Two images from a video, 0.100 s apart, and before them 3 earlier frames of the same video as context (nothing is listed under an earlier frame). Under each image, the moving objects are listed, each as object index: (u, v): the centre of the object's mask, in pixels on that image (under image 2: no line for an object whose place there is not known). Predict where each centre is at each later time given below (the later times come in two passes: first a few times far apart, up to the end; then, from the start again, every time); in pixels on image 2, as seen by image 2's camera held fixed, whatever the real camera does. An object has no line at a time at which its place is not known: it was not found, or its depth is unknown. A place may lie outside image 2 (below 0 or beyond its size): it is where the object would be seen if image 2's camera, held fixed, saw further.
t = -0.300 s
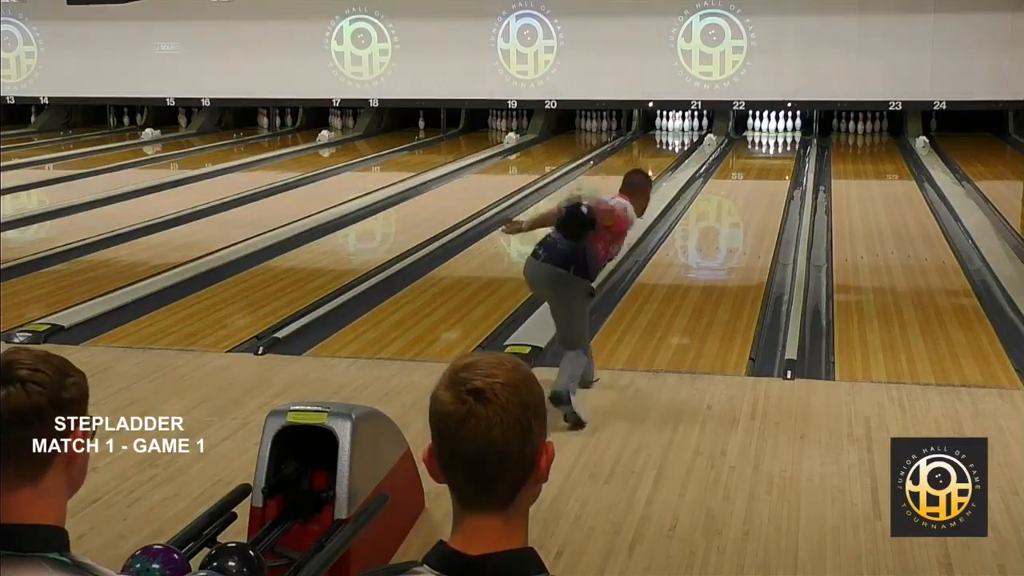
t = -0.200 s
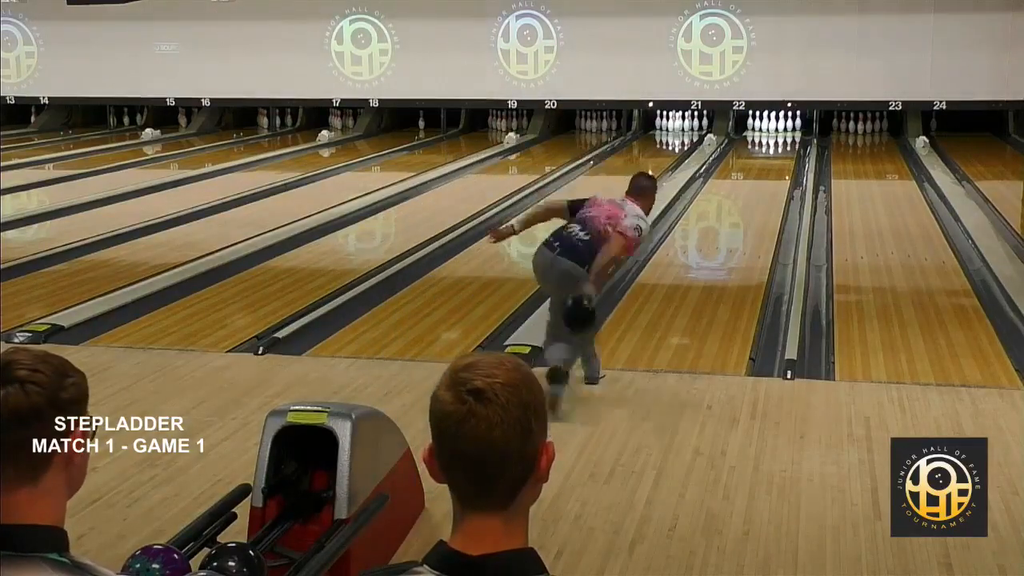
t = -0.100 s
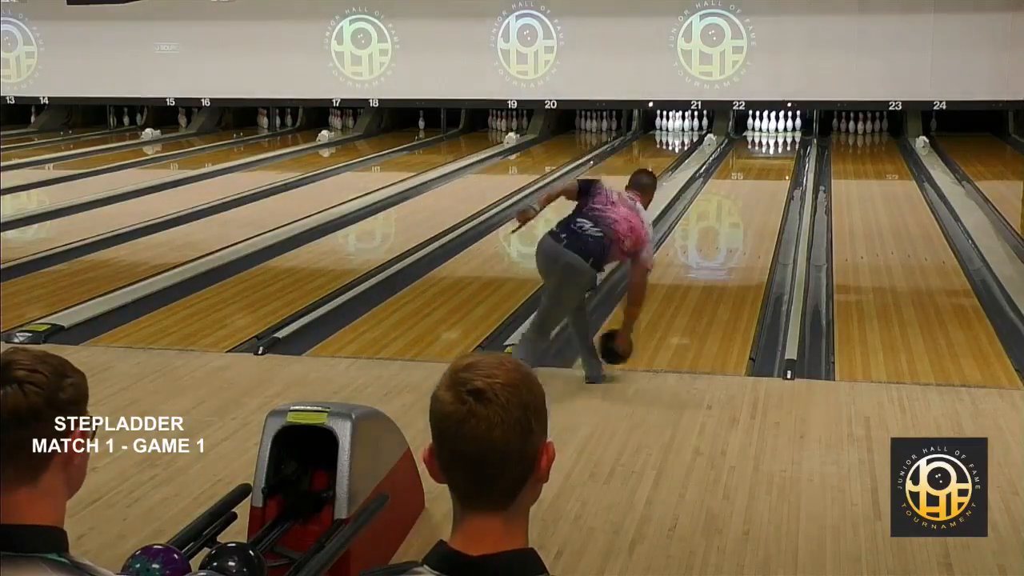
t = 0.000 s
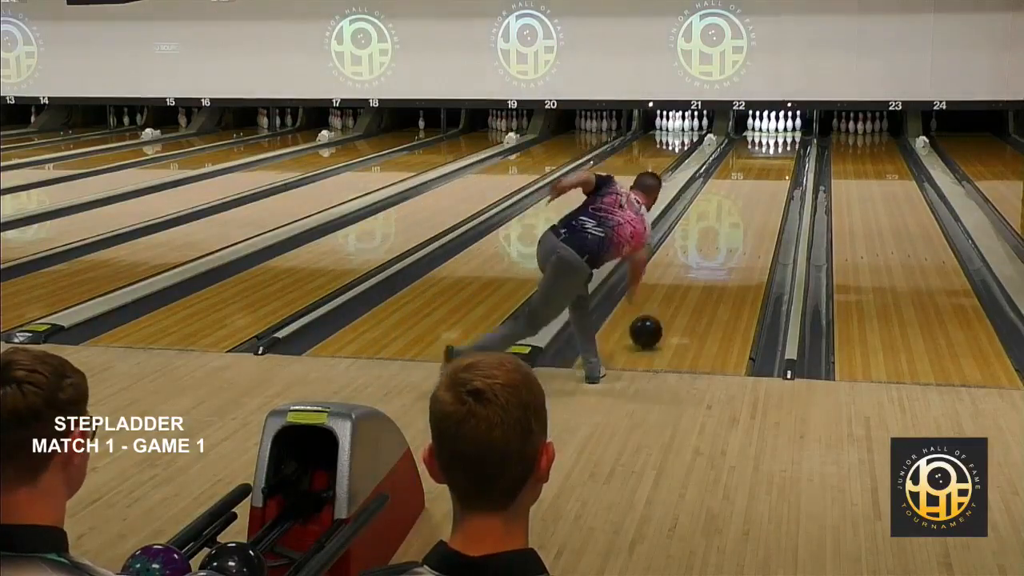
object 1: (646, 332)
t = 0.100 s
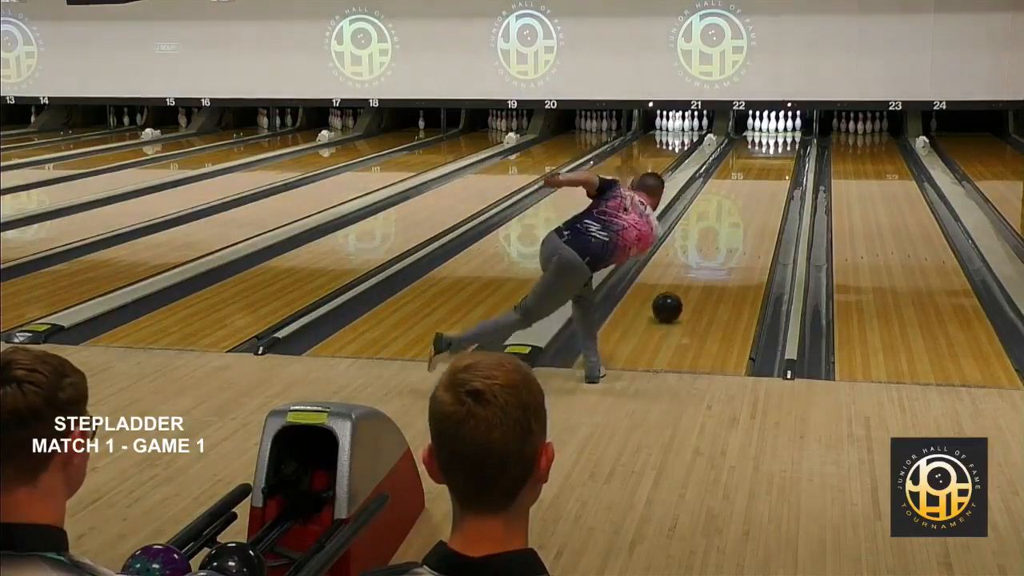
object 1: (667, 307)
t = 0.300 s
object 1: (700, 266)
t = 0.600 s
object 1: (735, 225)
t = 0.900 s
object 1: (759, 194)
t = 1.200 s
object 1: (775, 172)
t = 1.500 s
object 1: (785, 155)
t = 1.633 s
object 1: (788, 148)
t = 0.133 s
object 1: (673, 300)
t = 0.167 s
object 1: (679, 292)
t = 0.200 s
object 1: (685, 285)
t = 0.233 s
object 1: (690, 278)
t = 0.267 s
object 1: (696, 272)
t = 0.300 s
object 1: (700, 266)
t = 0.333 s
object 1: (705, 261)
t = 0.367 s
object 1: (710, 255)
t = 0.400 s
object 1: (713, 251)
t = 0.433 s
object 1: (717, 246)
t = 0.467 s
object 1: (721, 241)
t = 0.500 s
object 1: (725, 237)
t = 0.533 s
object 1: (729, 233)
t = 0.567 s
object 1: (732, 228)
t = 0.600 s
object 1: (735, 225)
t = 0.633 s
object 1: (738, 221)
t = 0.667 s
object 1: (741, 217)
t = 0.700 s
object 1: (744, 213)
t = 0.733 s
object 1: (746, 210)
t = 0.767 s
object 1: (749, 206)
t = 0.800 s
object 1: (752, 203)
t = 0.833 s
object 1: (754, 200)
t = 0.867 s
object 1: (756, 197)
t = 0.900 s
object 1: (759, 194)
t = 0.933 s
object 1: (761, 191)
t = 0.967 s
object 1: (763, 188)
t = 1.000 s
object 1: (765, 186)
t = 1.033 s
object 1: (767, 183)
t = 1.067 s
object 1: (769, 181)
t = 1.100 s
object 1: (770, 178)
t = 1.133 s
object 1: (772, 176)
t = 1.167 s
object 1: (773, 174)
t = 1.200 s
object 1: (775, 172)
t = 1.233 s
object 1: (776, 170)
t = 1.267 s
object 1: (777, 168)
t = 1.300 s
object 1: (779, 166)
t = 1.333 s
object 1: (780, 164)
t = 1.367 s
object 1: (781, 162)
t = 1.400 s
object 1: (782, 160)
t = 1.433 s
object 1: (784, 159)
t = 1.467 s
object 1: (784, 157)
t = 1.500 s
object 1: (785, 155)
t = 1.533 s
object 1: (786, 154)
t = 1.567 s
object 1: (787, 152)
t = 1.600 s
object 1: (787, 150)
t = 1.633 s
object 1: (788, 148)
